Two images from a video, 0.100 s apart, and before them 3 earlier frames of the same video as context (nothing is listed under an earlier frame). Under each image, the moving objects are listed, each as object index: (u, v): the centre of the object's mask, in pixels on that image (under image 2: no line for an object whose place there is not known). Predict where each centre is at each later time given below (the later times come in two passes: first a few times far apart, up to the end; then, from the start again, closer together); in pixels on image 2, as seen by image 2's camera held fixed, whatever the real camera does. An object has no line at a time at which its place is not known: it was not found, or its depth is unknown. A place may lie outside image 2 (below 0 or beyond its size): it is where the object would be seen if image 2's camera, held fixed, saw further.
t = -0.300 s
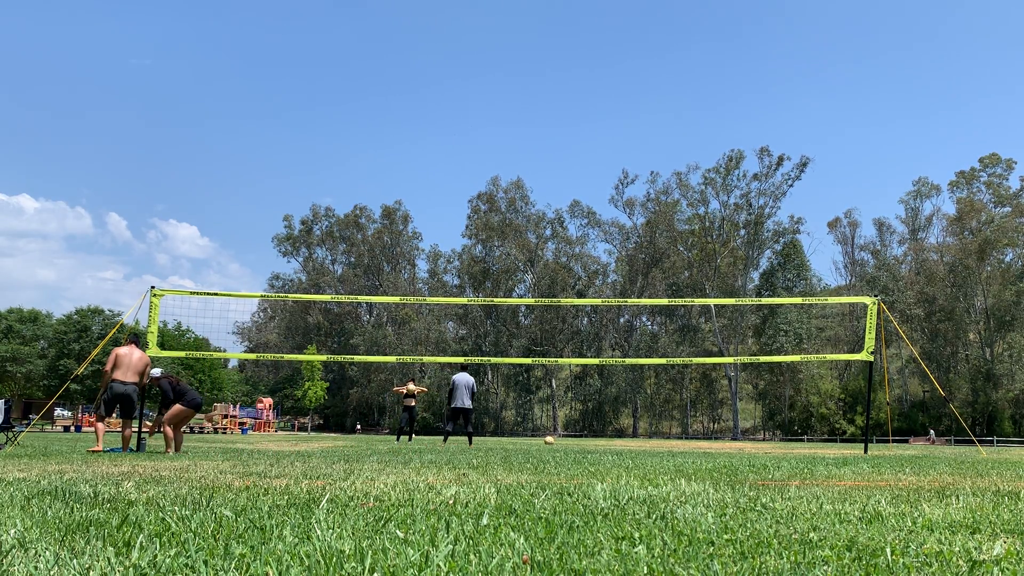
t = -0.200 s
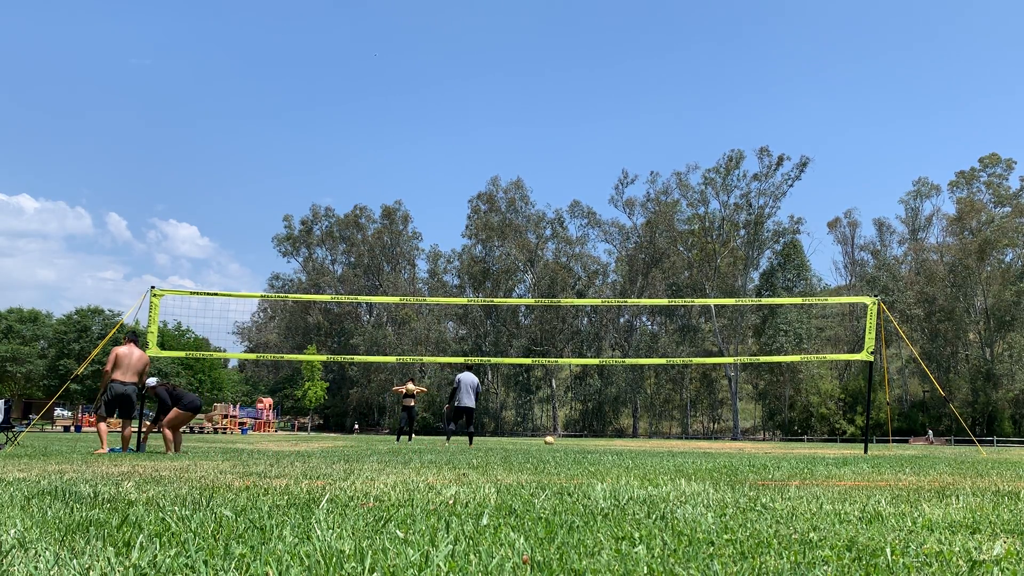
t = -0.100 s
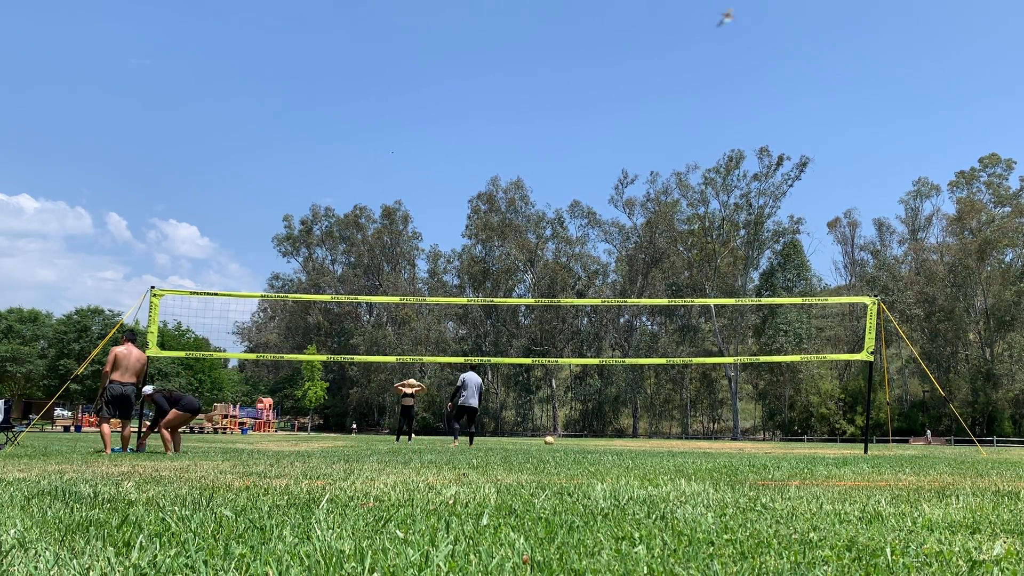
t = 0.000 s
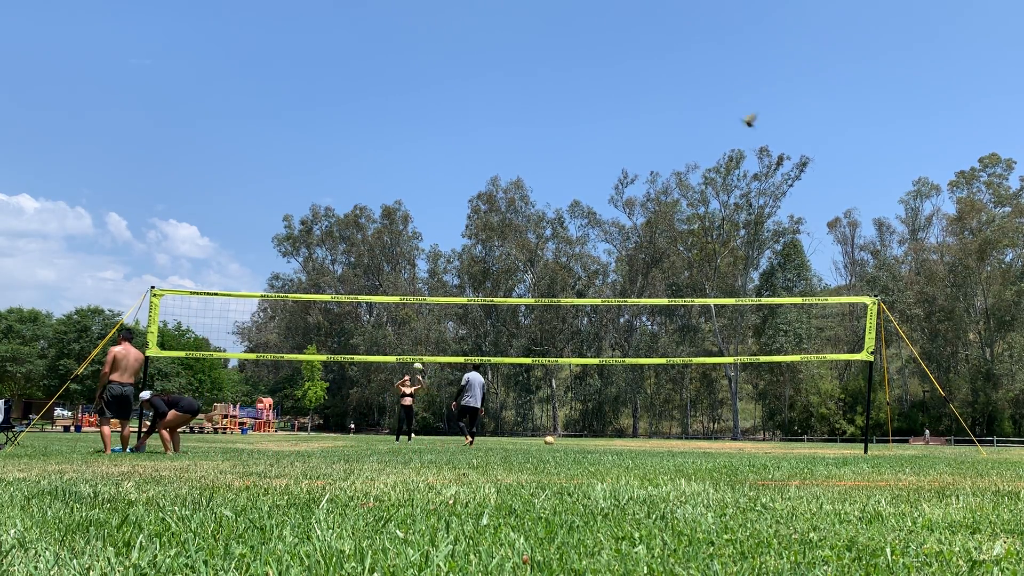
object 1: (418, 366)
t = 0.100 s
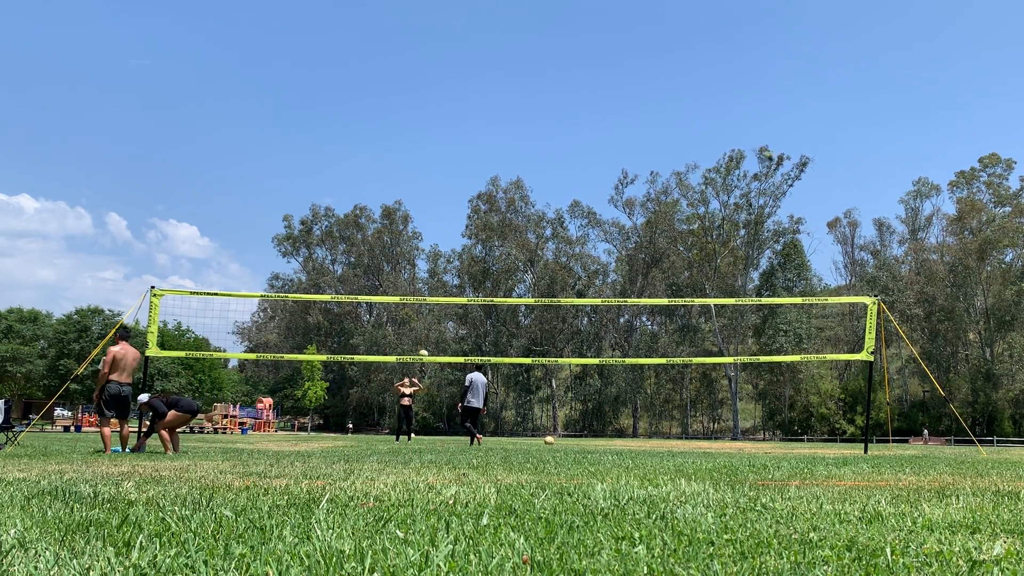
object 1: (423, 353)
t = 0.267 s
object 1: (432, 342)
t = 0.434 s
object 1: (443, 342)
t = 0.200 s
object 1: (429, 345)
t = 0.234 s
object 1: (431, 344)
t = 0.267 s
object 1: (432, 342)
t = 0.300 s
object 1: (435, 341)
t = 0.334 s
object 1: (437, 341)
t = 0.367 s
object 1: (439, 340)
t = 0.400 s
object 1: (441, 341)
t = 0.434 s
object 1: (443, 342)
